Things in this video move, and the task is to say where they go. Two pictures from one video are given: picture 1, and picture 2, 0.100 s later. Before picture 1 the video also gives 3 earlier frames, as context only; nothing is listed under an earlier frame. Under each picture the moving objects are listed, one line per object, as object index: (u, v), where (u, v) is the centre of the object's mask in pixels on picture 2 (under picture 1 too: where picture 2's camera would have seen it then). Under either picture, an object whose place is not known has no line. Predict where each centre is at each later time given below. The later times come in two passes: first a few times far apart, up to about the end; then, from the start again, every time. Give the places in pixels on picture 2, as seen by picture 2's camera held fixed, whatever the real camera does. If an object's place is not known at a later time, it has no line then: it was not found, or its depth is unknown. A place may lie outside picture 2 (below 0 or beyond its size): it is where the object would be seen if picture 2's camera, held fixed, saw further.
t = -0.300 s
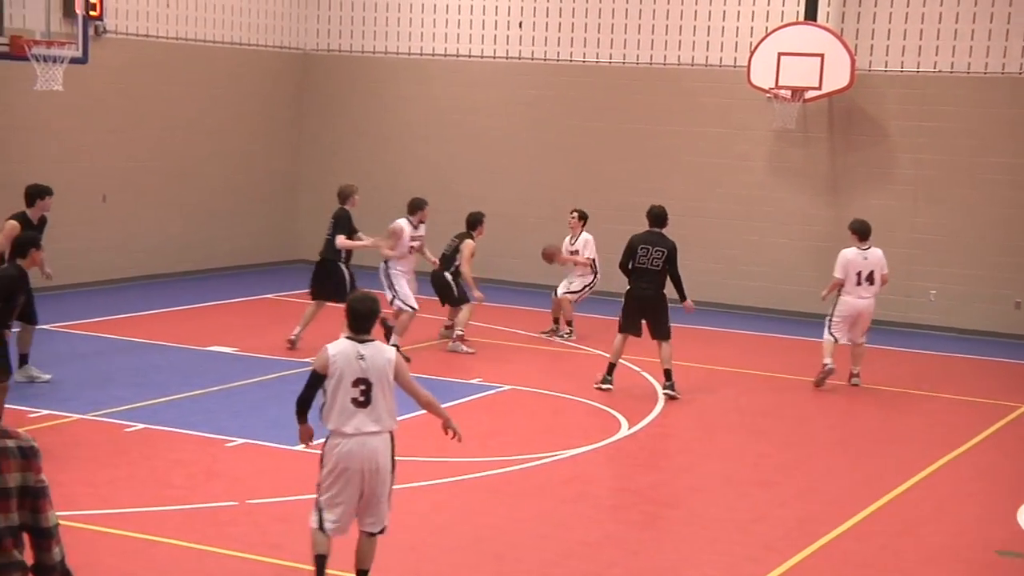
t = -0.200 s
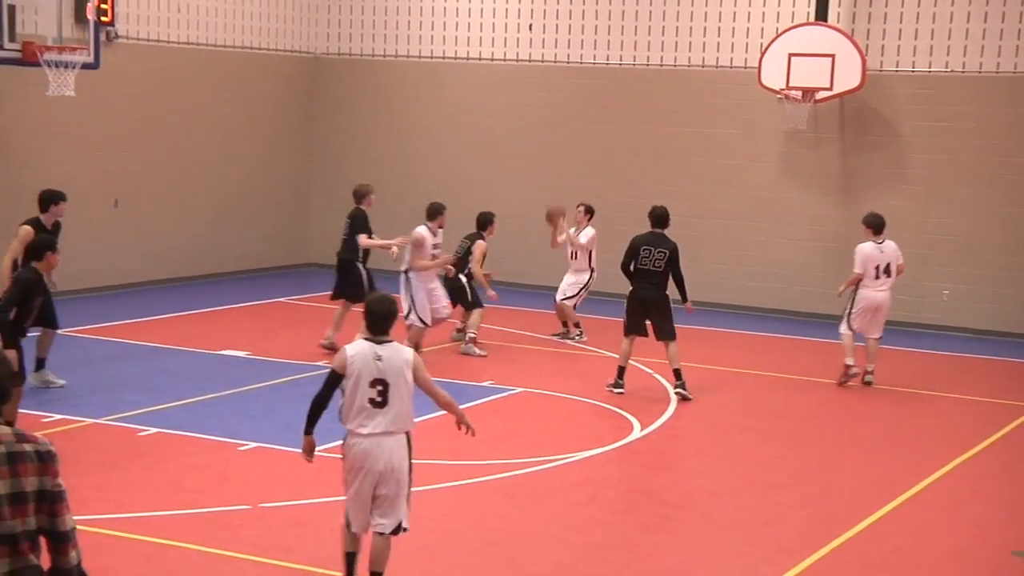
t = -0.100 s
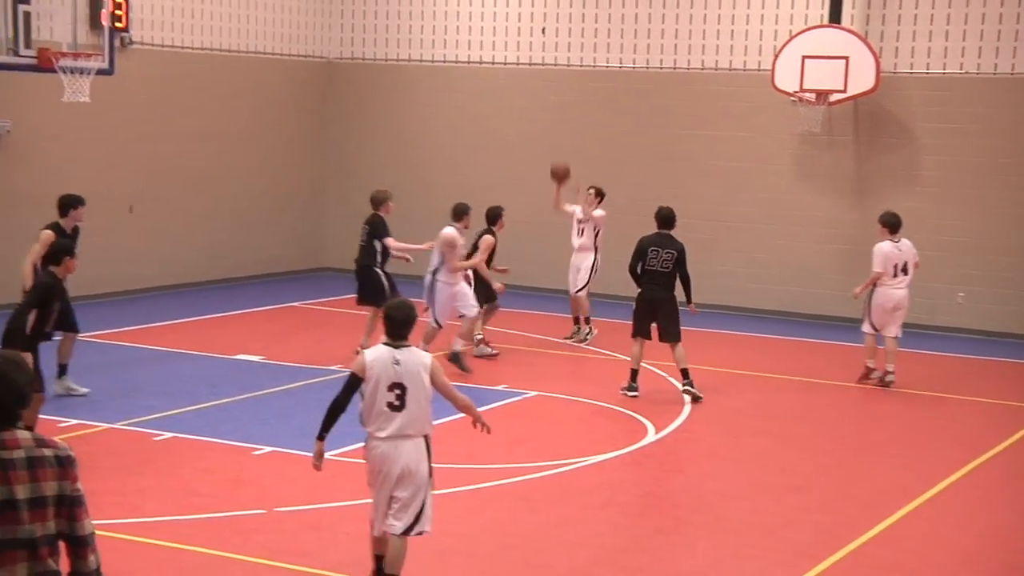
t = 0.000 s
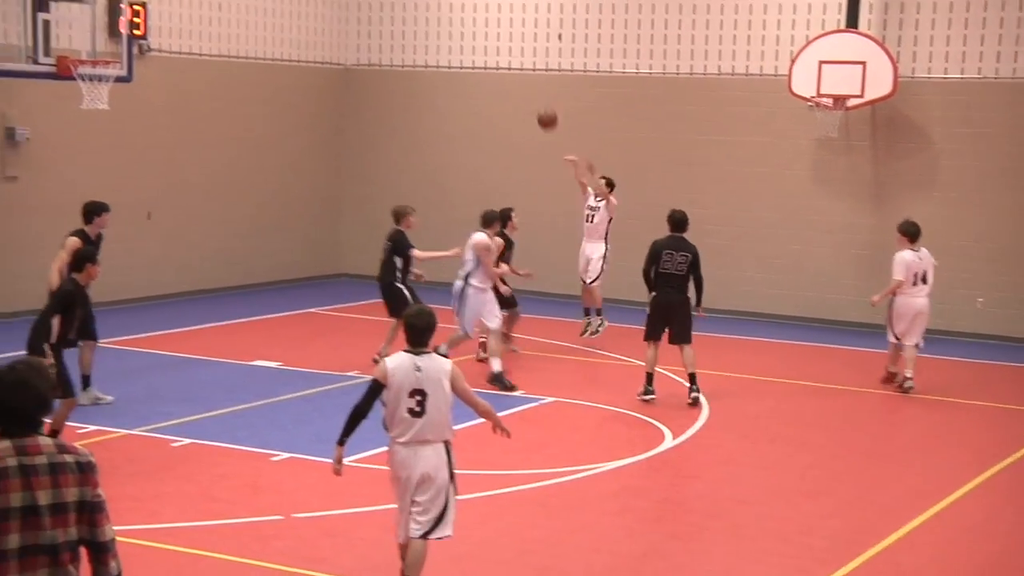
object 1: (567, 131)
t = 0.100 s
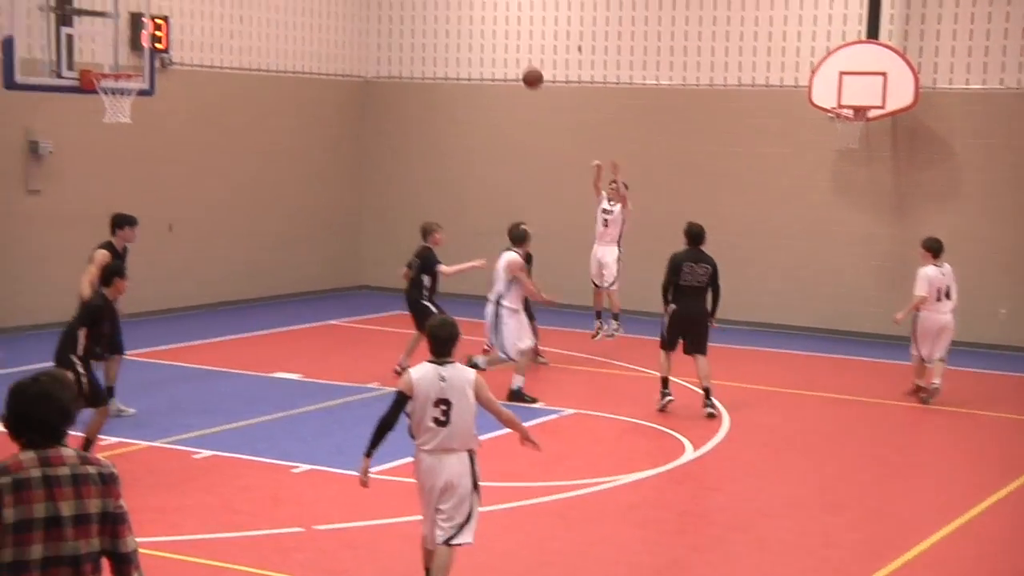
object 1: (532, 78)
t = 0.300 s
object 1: (460, -6)
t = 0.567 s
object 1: (358, -66)
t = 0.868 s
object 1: (234, -54)
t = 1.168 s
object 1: (138, 38)
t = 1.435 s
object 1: (214, 50)
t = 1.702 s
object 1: (313, 93)
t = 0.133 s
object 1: (520, 60)
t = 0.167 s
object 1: (509, 46)
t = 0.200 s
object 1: (497, 31)
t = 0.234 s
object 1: (485, 18)
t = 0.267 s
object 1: (472, 6)
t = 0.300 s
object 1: (460, -6)
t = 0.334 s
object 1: (448, -17)
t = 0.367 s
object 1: (435, -27)
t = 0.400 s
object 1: (423, -35)
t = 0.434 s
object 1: (410, -44)
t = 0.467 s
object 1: (397, -50)
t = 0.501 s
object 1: (384, -57)
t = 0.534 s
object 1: (371, -62)
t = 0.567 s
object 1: (358, -66)
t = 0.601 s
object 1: (345, -68)
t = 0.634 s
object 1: (331, -70)
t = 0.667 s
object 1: (318, -71)
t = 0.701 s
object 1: (304, -71)
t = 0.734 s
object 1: (290, -71)
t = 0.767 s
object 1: (276, -68)
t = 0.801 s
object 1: (262, -64)
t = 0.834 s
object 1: (249, -60)
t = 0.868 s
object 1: (234, -54)
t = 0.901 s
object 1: (220, -47)
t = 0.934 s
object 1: (205, -39)
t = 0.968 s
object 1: (191, -31)
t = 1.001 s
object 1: (176, -20)
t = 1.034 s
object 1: (162, -9)
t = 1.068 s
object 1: (147, 3)
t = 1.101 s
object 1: (137, 17)
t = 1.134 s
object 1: (137, 26)
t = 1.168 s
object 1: (138, 38)
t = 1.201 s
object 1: (139, 49)
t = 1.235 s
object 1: (139, 61)
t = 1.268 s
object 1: (150, 61)
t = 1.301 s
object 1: (163, 57)
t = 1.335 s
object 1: (177, 54)
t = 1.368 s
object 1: (189, 51)
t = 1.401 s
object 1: (202, 50)
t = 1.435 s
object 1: (214, 50)
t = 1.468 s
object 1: (227, 51)
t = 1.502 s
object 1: (239, 53)
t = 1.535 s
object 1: (252, 58)
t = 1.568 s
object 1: (264, 62)
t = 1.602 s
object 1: (277, 67)
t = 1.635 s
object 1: (288, 75)
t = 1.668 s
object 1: (301, 83)
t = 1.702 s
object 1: (313, 93)
